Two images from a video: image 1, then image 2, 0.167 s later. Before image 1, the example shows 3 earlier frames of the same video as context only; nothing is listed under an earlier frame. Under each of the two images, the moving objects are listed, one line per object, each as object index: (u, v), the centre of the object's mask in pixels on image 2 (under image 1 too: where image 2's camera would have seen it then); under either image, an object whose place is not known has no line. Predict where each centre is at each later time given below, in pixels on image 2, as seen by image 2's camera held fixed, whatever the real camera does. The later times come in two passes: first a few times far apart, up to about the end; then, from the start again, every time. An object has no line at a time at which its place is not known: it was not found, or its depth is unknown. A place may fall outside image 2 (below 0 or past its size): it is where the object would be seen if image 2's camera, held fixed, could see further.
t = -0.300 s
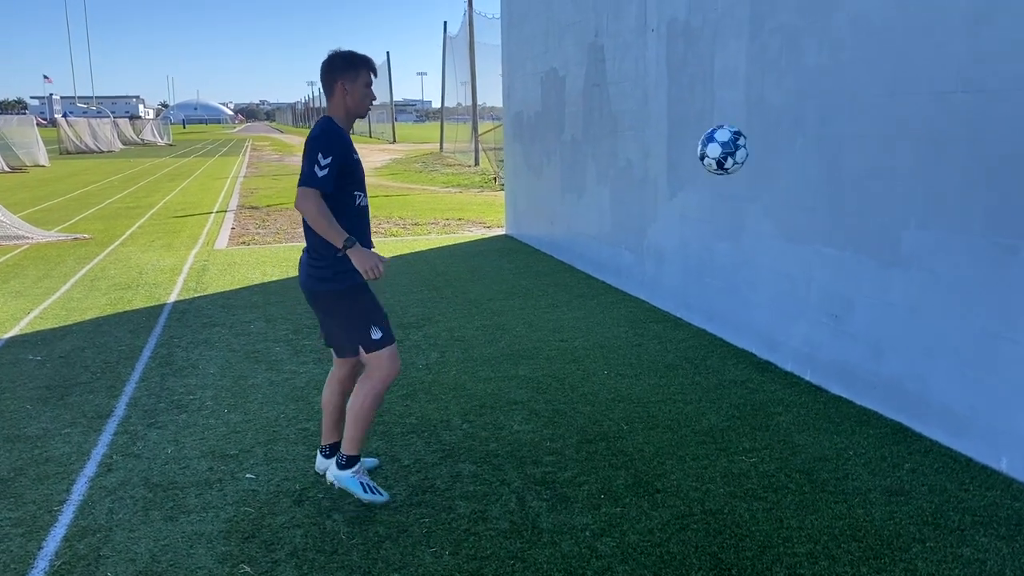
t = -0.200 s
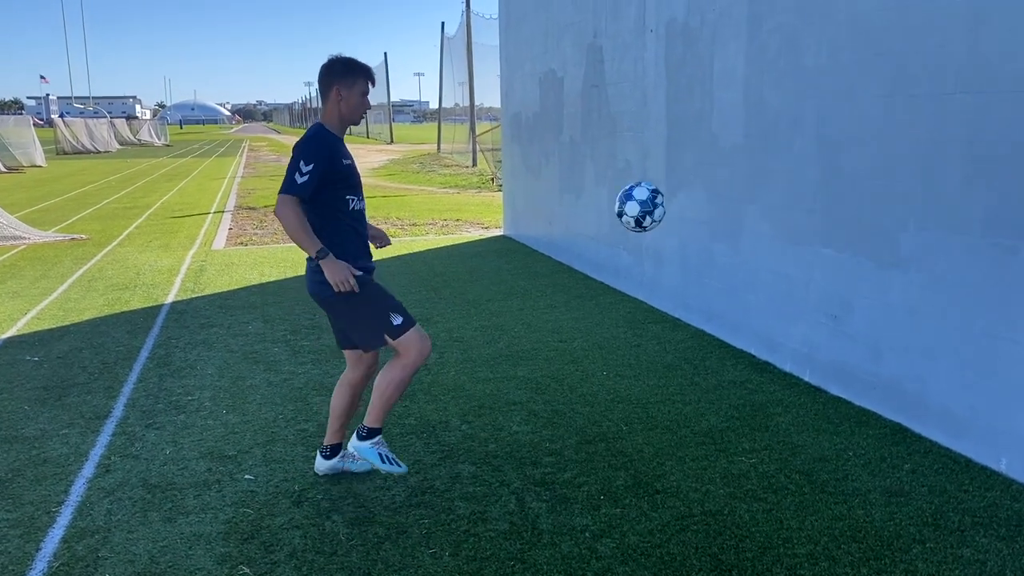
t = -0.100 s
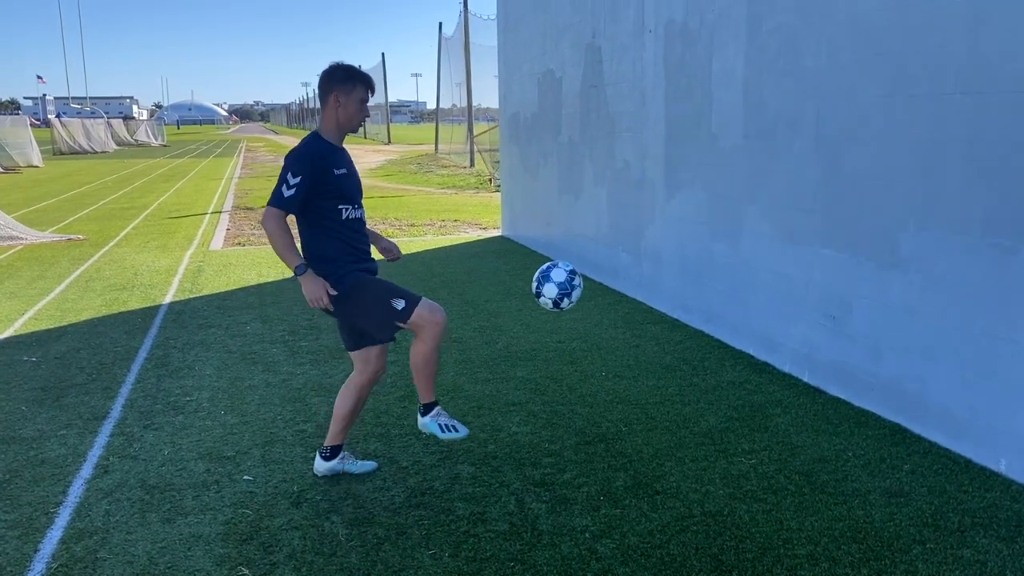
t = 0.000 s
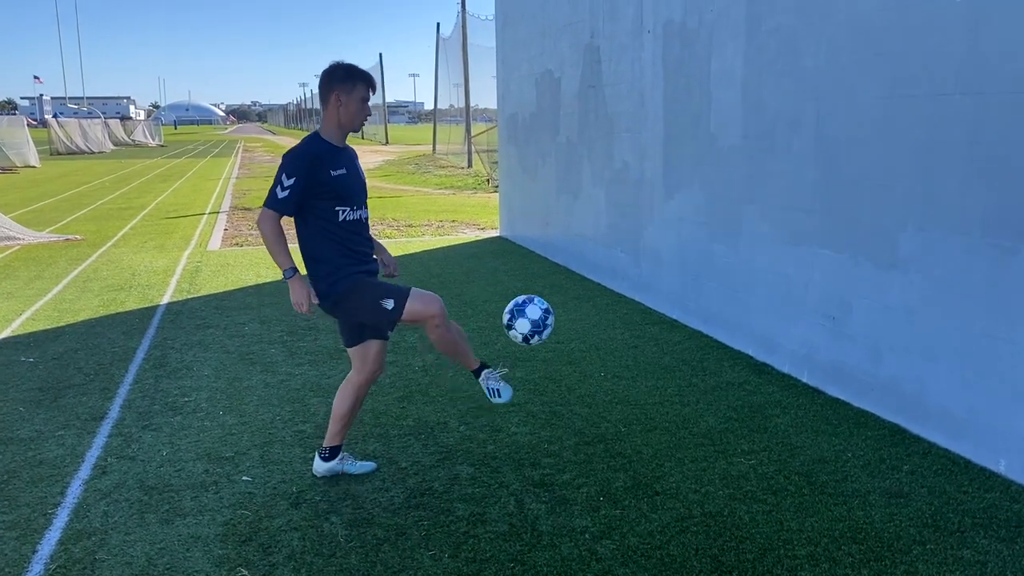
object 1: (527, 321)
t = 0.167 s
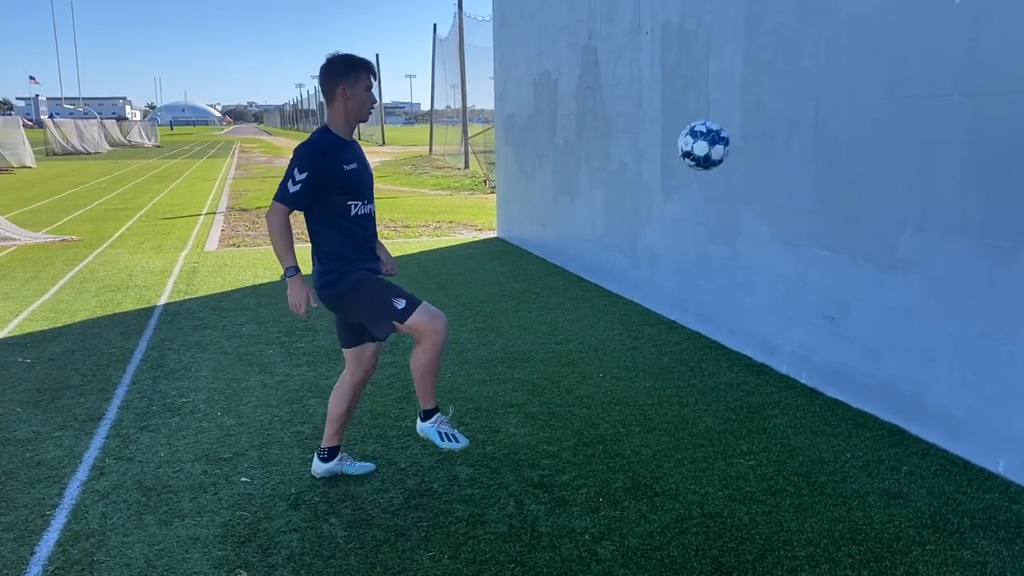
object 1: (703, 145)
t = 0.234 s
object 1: (772, 94)
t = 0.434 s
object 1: (860, 17)
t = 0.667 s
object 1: (667, 54)
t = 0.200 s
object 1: (738, 118)
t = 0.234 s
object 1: (772, 94)
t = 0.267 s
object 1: (806, 73)
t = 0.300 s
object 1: (839, 55)
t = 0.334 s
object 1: (871, 39)
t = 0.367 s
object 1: (904, 26)
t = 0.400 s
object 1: (886, 20)
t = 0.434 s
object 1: (860, 17)
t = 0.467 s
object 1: (834, 16)
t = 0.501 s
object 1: (808, 16)
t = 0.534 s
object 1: (780, 18)
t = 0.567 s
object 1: (753, 21)
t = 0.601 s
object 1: (725, 29)
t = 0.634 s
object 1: (696, 40)
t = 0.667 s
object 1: (667, 54)
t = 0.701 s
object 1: (637, 71)
